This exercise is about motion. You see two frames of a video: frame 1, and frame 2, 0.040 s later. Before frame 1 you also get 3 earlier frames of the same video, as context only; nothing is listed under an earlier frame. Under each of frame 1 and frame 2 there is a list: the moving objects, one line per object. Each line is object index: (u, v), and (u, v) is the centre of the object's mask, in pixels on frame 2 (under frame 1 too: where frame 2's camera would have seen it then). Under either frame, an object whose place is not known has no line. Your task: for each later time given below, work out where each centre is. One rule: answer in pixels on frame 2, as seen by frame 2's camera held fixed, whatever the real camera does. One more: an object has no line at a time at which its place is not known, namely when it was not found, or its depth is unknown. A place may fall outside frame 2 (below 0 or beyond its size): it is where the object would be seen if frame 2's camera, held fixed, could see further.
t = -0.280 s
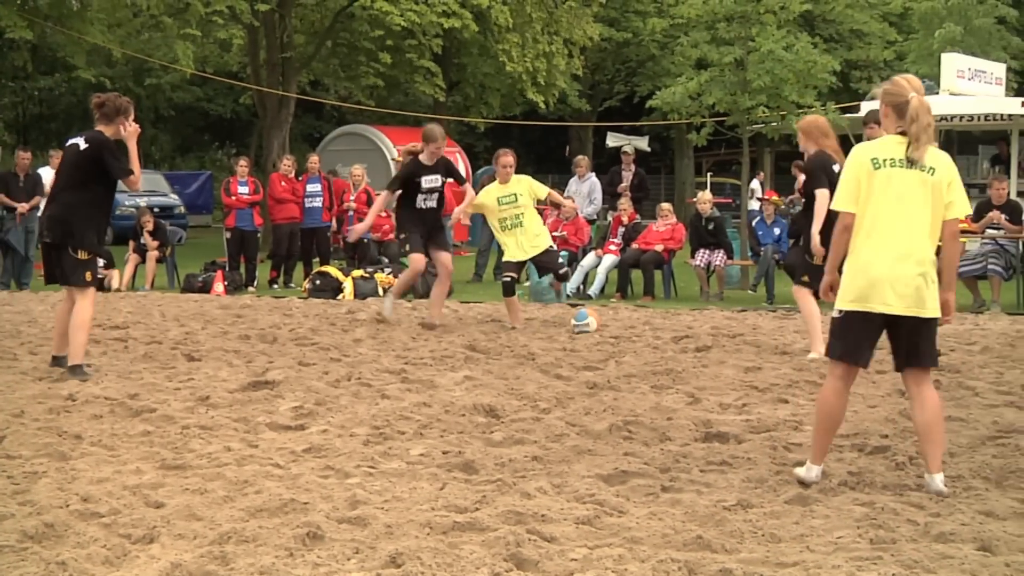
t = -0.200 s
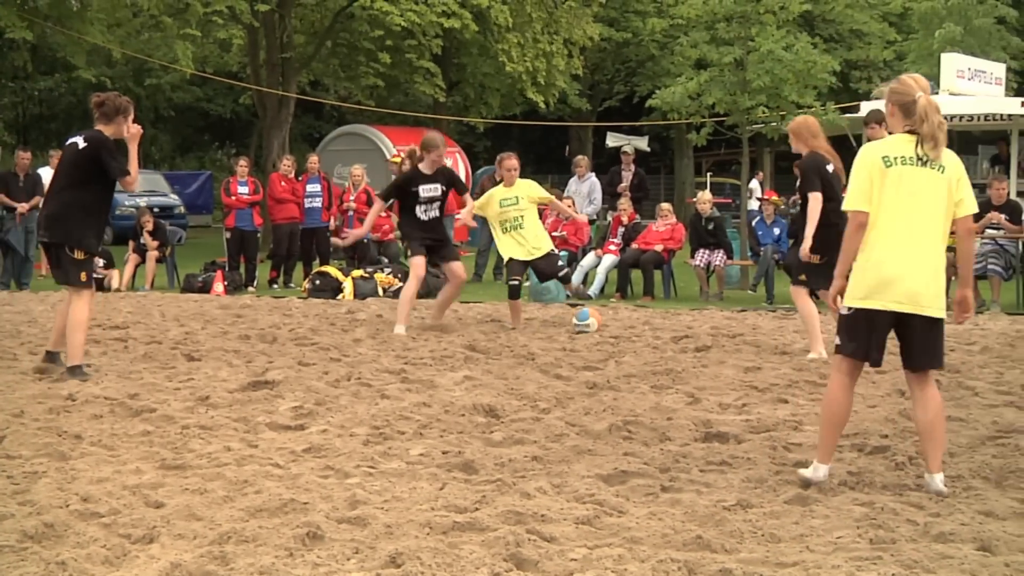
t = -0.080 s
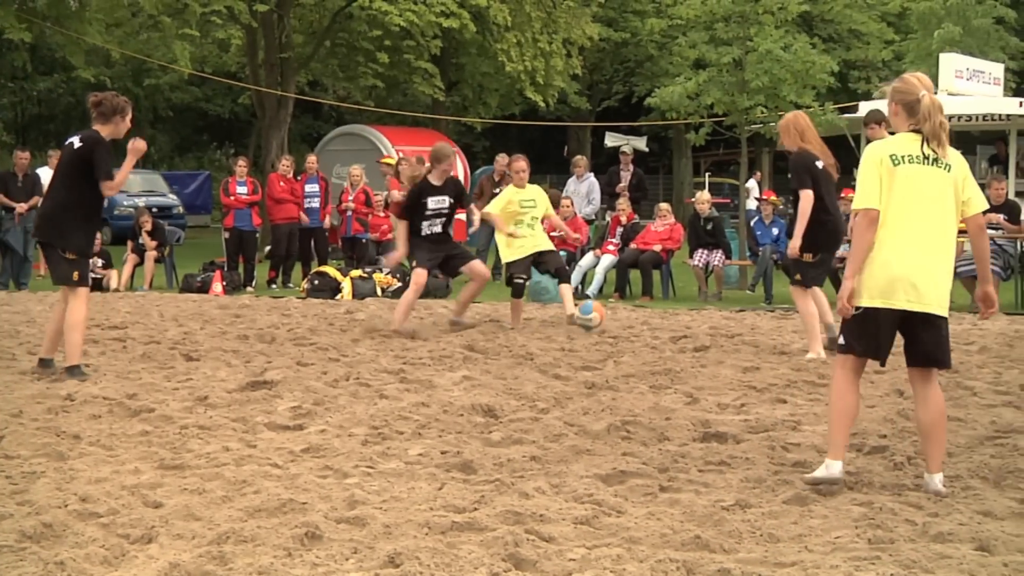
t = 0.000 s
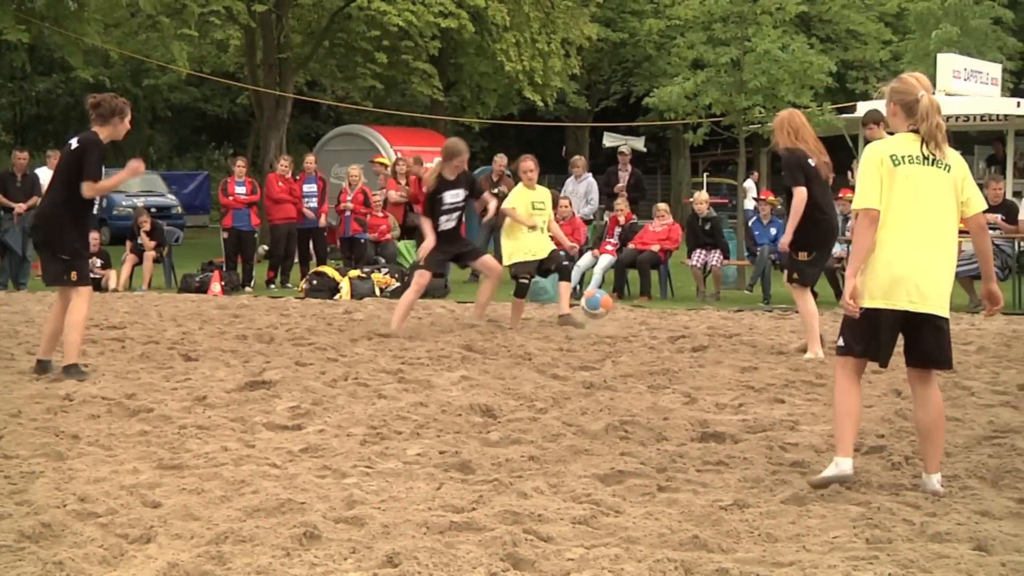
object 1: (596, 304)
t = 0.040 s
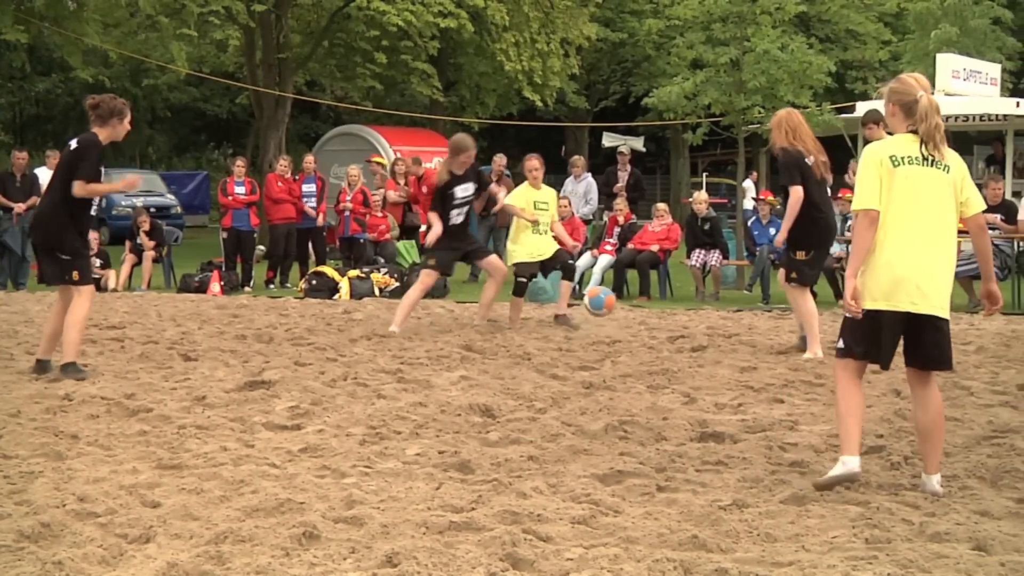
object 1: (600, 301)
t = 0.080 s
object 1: (604, 301)
